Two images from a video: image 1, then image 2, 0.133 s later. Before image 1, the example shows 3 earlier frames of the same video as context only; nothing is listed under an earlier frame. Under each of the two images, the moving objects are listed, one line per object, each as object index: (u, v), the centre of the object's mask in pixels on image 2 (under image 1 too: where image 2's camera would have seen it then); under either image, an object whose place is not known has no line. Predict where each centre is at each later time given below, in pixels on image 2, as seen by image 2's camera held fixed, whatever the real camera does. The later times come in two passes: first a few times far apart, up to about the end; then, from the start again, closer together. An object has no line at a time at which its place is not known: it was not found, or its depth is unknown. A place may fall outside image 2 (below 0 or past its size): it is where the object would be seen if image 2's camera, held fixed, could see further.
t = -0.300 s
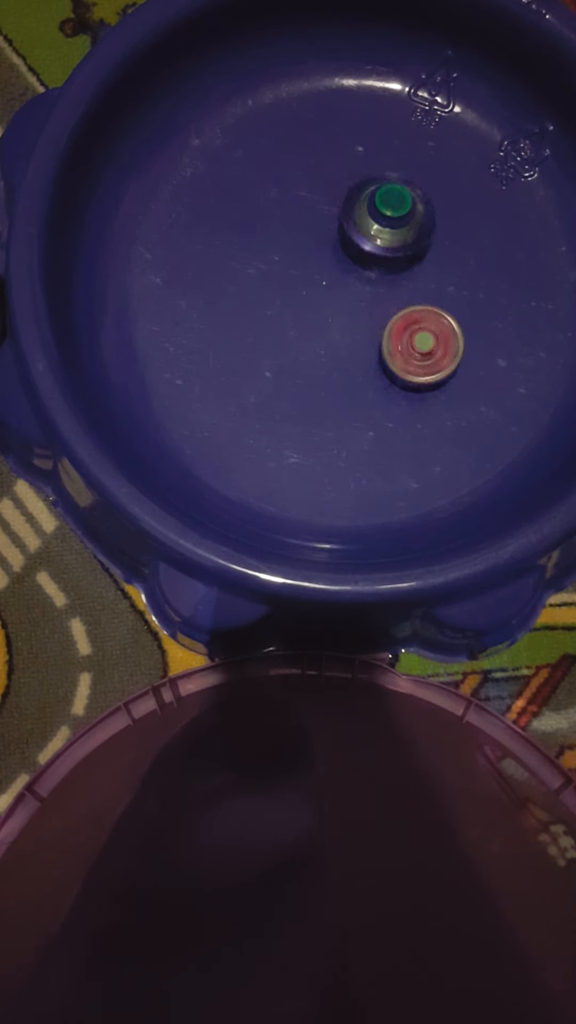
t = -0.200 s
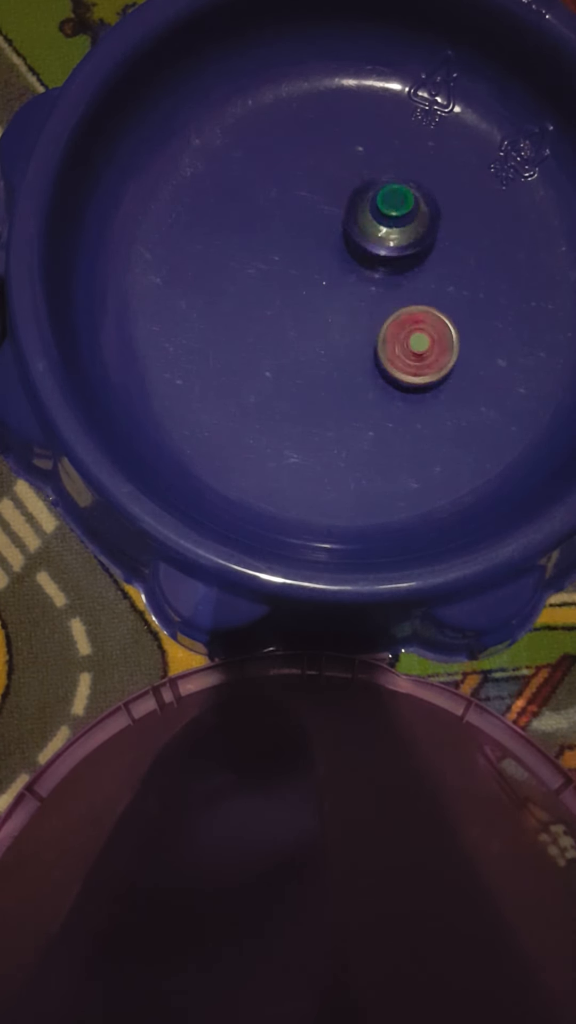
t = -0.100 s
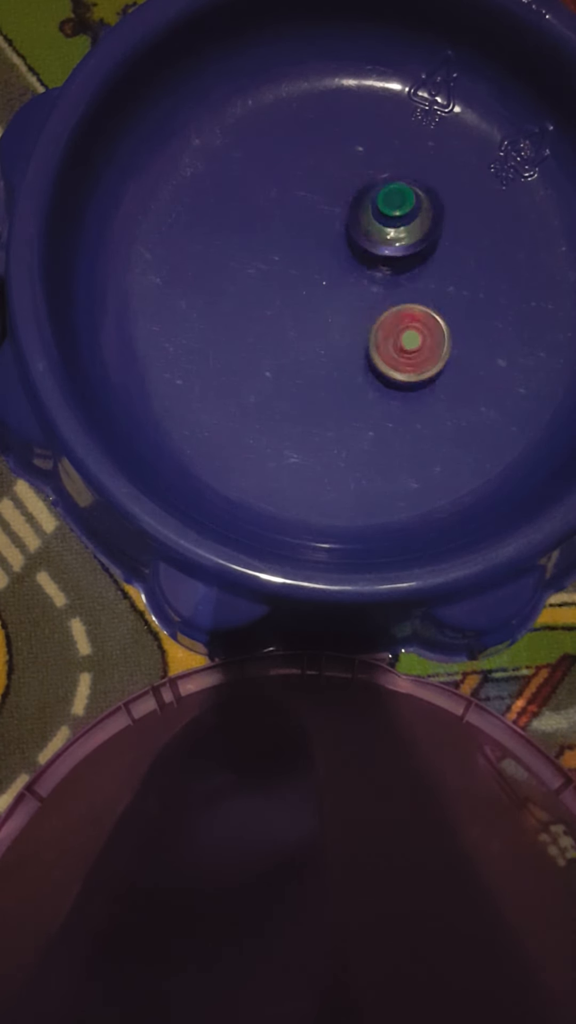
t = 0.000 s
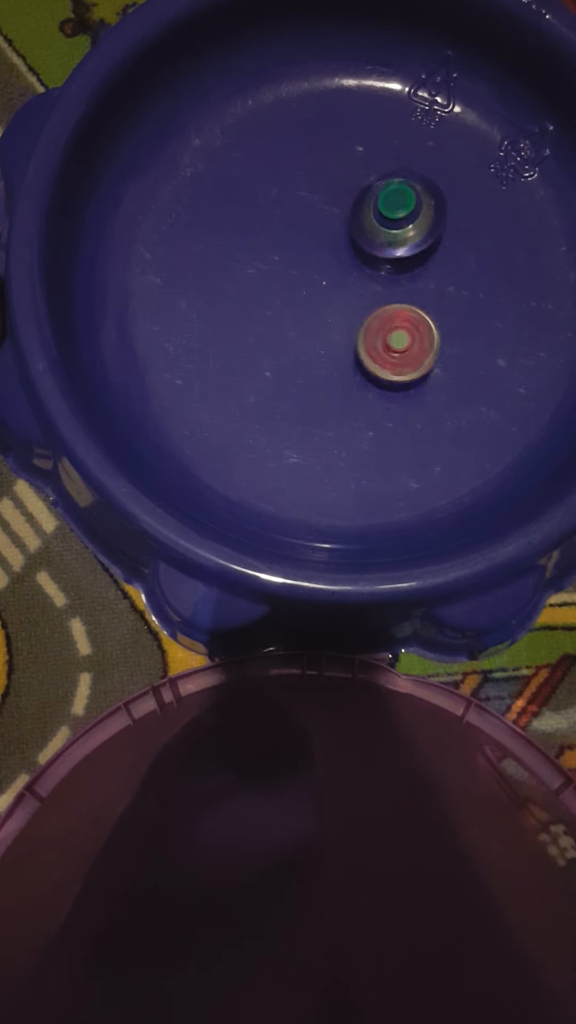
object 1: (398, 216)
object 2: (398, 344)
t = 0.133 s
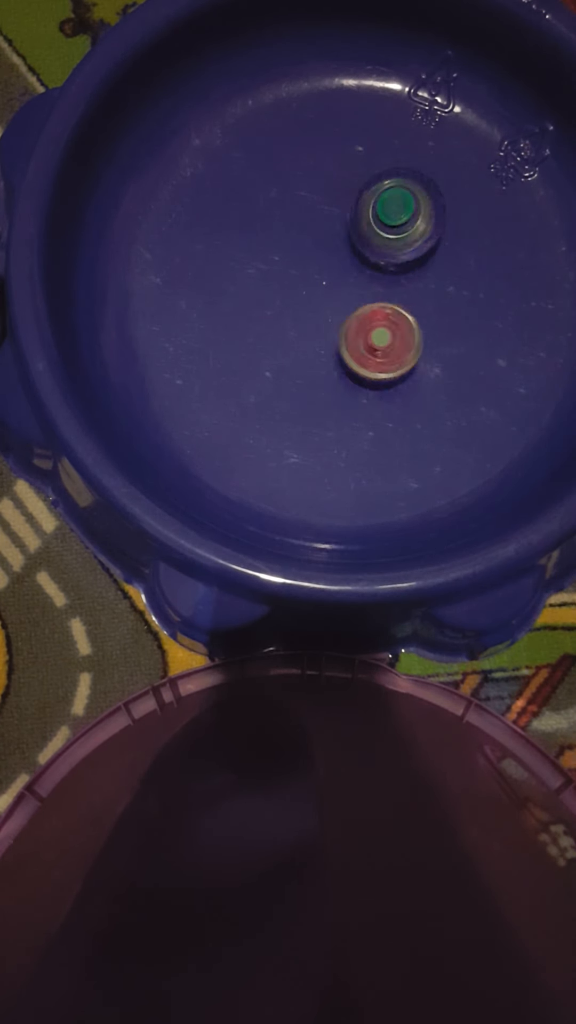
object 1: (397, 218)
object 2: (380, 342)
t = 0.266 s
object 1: (398, 218)
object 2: (363, 338)
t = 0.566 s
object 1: (400, 227)
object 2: (329, 319)
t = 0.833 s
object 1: (413, 237)
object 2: (311, 290)
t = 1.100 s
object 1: (418, 237)
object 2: (311, 269)
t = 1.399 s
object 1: (420, 242)
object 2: (326, 263)
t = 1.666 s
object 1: (431, 247)
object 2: (312, 290)
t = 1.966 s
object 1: (434, 247)
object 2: (303, 322)
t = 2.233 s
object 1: (434, 253)
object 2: (310, 344)
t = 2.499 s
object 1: (437, 261)
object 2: (320, 355)
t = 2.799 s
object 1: (439, 261)
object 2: (339, 353)
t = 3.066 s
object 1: (440, 266)
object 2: (355, 330)
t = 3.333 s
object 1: (442, 276)
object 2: (343, 315)
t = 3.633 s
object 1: (442, 282)
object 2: (329, 308)
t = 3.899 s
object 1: (440, 292)
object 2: (328, 310)
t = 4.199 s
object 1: (441, 303)
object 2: (329, 309)
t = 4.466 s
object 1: (443, 306)
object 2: (334, 306)
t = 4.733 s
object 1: (438, 315)
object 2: (331, 307)
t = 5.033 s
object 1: (441, 325)
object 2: (337, 309)
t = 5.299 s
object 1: (439, 329)
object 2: (338, 304)
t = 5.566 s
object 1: (430, 340)
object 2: (335, 307)
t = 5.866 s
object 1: (430, 350)
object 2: (341, 307)
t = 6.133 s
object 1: (425, 349)
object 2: (342, 310)
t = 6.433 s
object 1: (415, 357)
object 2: (338, 311)
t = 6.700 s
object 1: (414, 367)
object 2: (341, 309)
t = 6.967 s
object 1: (409, 367)
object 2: (344, 299)
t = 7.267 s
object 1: (393, 374)
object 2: (342, 292)
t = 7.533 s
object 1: (391, 378)
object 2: (342, 296)
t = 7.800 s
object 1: (385, 375)
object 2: (338, 294)
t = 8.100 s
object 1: (383, 380)
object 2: (335, 273)
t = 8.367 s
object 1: (376, 381)
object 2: (333, 260)
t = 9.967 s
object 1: (362, 379)
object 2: (290, 288)
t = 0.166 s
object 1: (396, 218)
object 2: (377, 341)
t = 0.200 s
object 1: (397, 218)
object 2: (372, 341)
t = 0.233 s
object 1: (398, 218)
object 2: (367, 340)
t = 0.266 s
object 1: (398, 218)
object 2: (363, 338)
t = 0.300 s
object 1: (398, 218)
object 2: (359, 337)
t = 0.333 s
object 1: (398, 219)
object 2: (354, 335)
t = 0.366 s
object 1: (398, 220)
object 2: (350, 333)
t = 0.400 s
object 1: (398, 221)
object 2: (347, 332)
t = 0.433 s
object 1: (399, 220)
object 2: (342, 329)
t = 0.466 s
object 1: (399, 223)
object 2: (338, 327)
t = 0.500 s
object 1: (398, 225)
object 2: (336, 325)
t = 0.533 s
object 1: (400, 225)
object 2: (332, 322)
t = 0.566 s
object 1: (400, 227)
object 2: (329, 319)
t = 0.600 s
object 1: (401, 228)
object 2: (326, 316)
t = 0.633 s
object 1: (403, 229)
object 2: (323, 312)
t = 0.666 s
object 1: (403, 232)
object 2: (321, 309)
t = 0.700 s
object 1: (405, 233)
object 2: (318, 306)
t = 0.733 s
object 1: (408, 234)
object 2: (316, 302)
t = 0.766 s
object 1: (409, 235)
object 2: (314, 298)
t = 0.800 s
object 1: (411, 237)
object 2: (313, 294)
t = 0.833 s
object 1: (413, 237)
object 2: (311, 290)
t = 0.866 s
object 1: (414, 237)
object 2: (310, 287)
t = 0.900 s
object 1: (415, 237)
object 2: (308, 283)
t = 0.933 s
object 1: (417, 237)
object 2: (308, 280)
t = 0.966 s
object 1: (417, 236)
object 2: (308, 278)
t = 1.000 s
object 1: (417, 237)
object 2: (309, 275)
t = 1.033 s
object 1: (417, 237)
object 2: (309, 272)
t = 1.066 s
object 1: (418, 237)
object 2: (309, 271)
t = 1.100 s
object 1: (418, 237)
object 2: (311, 269)
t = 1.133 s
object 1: (417, 238)
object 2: (312, 268)
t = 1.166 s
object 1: (417, 239)
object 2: (312, 266)
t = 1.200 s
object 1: (419, 239)
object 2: (315, 264)
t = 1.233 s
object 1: (418, 239)
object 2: (317, 264)
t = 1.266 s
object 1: (419, 239)
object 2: (318, 264)
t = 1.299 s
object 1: (419, 240)
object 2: (320, 262)
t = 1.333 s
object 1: (420, 240)
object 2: (323, 264)
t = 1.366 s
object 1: (420, 241)
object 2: (324, 264)
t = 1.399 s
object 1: (420, 242)
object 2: (326, 263)
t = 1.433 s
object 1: (419, 243)
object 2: (330, 265)
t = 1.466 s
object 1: (420, 244)
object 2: (329, 268)
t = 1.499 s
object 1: (426, 246)
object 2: (323, 271)
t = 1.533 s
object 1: (427, 246)
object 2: (320, 275)
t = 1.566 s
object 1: (429, 246)
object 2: (318, 279)
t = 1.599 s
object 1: (431, 244)
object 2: (315, 282)
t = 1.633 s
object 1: (432, 245)
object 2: (313, 286)
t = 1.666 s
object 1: (431, 247)
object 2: (312, 290)
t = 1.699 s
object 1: (432, 246)
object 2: (310, 293)
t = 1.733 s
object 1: (433, 245)
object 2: (309, 296)
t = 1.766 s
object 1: (433, 245)
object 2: (308, 300)
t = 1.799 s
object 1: (433, 245)
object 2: (307, 303)
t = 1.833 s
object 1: (433, 244)
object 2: (306, 306)
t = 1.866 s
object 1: (432, 247)
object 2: (305, 311)
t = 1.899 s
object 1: (433, 247)
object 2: (304, 314)
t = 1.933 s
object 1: (433, 248)
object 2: (304, 318)
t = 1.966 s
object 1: (434, 247)
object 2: (303, 322)
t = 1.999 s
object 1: (434, 247)
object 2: (304, 325)
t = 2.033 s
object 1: (433, 247)
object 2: (304, 328)
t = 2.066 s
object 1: (434, 249)
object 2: (304, 332)
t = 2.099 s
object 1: (435, 250)
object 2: (305, 334)
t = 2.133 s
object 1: (436, 250)
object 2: (306, 338)
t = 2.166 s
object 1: (435, 251)
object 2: (307, 341)
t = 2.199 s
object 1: (435, 251)
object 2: (307, 341)
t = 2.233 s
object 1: (434, 253)
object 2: (310, 344)
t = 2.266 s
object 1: (434, 253)
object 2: (310, 347)
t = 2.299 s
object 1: (435, 254)
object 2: (311, 347)
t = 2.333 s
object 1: (435, 254)
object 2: (313, 350)
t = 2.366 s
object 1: (434, 257)
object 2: (315, 353)
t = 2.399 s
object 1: (435, 258)
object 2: (315, 352)
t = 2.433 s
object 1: (436, 258)
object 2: (318, 354)
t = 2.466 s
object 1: (436, 260)
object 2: (319, 356)
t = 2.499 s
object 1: (437, 261)
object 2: (320, 355)
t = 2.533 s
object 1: (439, 262)
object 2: (323, 356)
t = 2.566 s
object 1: (439, 262)
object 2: (325, 357)
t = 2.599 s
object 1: (439, 261)
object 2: (326, 357)
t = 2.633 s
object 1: (439, 258)
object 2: (329, 356)
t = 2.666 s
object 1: (438, 261)
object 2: (331, 356)
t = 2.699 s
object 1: (438, 261)
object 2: (332, 356)
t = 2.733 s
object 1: (438, 261)
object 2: (334, 355)
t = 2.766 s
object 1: (439, 261)
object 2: (336, 355)
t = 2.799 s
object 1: (439, 261)
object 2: (339, 353)
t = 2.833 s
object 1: (439, 261)
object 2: (343, 351)
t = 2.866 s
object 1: (439, 261)
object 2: (345, 350)
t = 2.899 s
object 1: (440, 261)
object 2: (348, 347)
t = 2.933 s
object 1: (440, 261)
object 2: (350, 343)
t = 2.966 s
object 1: (440, 262)
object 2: (352, 340)
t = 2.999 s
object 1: (440, 263)
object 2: (353, 339)
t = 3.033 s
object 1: (441, 264)
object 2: (354, 335)
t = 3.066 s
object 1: (440, 266)
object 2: (355, 330)
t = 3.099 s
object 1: (439, 267)
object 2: (356, 326)
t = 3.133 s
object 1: (438, 269)
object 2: (356, 323)
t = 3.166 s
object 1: (437, 270)
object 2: (355, 319)
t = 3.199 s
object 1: (437, 271)
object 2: (356, 316)
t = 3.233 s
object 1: (438, 275)
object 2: (351, 317)
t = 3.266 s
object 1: (442, 275)
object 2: (347, 317)
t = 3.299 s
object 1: (440, 279)
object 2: (345, 315)
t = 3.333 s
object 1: (442, 276)
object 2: (343, 315)
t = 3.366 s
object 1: (444, 275)
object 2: (342, 313)
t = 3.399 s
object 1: (444, 275)
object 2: (341, 312)
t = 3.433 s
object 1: (442, 276)
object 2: (339, 312)
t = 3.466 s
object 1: (441, 277)
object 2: (338, 311)
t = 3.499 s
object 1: (439, 280)
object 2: (336, 312)
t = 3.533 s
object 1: (441, 281)
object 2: (334, 309)
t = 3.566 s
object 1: (441, 281)
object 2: (333, 307)
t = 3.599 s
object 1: (442, 282)
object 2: (331, 308)
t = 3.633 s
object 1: (442, 282)
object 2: (329, 308)
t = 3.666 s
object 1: (443, 283)
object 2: (327, 308)
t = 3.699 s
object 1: (442, 283)
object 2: (326, 309)
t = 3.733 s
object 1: (443, 285)
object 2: (325, 310)
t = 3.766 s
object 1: (442, 286)
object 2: (326, 310)
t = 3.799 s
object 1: (441, 287)
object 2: (329, 310)
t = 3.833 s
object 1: (440, 289)
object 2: (328, 311)
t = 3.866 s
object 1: (440, 290)
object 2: (327, 311)
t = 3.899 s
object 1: (440, 292)
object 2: (328, 310)
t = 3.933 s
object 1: (438, 295)
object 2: (329, 311)
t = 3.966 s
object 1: (438, 297)
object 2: (331, 311)
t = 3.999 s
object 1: (439, 298)
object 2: (332, 310)
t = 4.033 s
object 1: (439, 299)
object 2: (333, 310)
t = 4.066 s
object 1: (439, 300)
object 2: (332, 309)
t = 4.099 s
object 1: (440, 302)
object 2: (331, 308)
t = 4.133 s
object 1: (441, 303)
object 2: (330, 307)
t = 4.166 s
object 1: (441, 302)
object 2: (329, 308)
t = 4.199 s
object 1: (441, 303)
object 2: (329, 309)
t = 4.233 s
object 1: (442, 302)
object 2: (331, 309)
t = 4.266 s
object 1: (443, 303)
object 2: (332, 311)
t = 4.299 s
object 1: (442, 303)
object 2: (331, 311)
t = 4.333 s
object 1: (442, 303)
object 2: (331, 311)
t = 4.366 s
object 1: (442, 303)
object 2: (332, 309)
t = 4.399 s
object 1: (441, 304)
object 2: (333, 307)
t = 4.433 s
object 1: (442, 305)
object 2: (334, 307)
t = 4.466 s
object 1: (443, 306)
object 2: (334, 306)
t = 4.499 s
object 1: (444, 306)
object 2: (334, 306)
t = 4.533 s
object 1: (444, 307)
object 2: (332, 305)
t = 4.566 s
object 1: (443, 307)
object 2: (331, 305)
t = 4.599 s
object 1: (443, 307)
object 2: (330, 306)
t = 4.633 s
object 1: (442, 309)
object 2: (330, 307)
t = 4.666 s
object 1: (440, 312)
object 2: (330, 307)
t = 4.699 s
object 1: (438, 314)
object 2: (331, 306)
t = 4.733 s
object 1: (438, 315)
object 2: (331, 307)
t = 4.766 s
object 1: (438, 317)
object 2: (331, 308)
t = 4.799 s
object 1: (437, 320)
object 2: (332, 310)
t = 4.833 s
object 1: (437, 321)
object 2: (332, 310)
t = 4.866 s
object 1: (438, 322)
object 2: (331, 311)
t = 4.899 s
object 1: (440, 323)
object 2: (333, 311)
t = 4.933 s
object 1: (440, 325)
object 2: (334, 312)
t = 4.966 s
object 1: (440, 326)
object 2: (335, 312)
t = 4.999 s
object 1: (440, 326)
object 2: (336, 311)
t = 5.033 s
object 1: (441, 325)
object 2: (337, 309)
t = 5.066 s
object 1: (440, 325)
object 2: (338, 308)
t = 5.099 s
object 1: (439, 323)
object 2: (339, 309)
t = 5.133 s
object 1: (439, 325)
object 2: (338, 308)
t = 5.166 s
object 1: (439, 326)
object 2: (338, 308)
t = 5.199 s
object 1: (439, 327)
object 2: (338, 306)
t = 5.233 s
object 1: (439, 327)
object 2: (338, 304)
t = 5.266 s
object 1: (439, 328)
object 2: (338, 304)
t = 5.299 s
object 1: (439, 329)
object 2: (338, 304)
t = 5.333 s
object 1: (439, 329)
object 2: (338, 303)
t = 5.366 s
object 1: (438, 330)
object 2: (337, 302)
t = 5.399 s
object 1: (437, 331)
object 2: (337, 302)
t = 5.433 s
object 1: (435, 332)
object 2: (336, 302)
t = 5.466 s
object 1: (434, 333)
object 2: (335, 303)
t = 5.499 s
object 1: (433, 335)
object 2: (334, 304)
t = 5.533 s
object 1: (432, 338)
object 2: (334, 305)
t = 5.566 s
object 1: (430, 340)
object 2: (335, 307)
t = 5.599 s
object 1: (428, 342)
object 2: (336, 307)
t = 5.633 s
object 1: (428, 344)
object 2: (336, 308)
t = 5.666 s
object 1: (429, 346)
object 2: (337, 308)
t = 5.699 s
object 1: (430, 347)
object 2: (339, 307)
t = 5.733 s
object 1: (429, 350)
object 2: (340, 308)
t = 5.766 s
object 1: (430, 351)
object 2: (340, 308)
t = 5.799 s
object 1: (430, 351)
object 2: (340, 309)
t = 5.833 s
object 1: (430, 350)
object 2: (340, 308)
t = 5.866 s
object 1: (430, 350)
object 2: (341, 307)
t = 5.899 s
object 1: (431, 351)
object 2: (341, 306)
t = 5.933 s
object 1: (431, 351)
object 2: (340, 306)
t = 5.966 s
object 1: (431, 350)
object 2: (340, 306)
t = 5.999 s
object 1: (430, 351)
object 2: (340, 308)
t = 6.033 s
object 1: (428, 350)
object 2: (339, 308)
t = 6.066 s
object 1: (427, 350)
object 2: (341, 309)
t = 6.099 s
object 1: (427, 349)
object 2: (342, 310)
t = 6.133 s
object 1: (425, 349)
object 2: (342, 310)
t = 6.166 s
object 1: (426, 349)
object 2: (341, 309)
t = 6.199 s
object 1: (426, 349)
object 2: (340, 309)
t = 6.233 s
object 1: (425, 350)
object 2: (339, 309)
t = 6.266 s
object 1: (423, 350)
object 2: (338, 311)
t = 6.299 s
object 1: (422, 351)
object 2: (336, 311)
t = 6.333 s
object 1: (421, 353)
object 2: (335, 309)
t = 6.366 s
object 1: (419, 354)
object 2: (338, 308)
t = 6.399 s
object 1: (416, 355)
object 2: (339, 310)
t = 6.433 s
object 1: (415, 357)
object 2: (338, 311)
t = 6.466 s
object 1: (416, 359)
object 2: (338, 311)
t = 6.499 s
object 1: (415, 360)
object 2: (337, 310)
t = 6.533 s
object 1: (413, 361)
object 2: (338, 310)
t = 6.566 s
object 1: (414, 362)
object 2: (336, 310)
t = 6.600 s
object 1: (414, 365)
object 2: (336, 308)
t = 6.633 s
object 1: (414, 365)
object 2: (338, 306)
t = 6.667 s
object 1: (414, 365)
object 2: (341, 307)
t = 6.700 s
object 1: (414, 367)
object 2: (341, 309)
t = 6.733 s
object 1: (414, 366)
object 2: (340, 310)
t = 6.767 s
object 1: (414, 366)
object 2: (339, 307)
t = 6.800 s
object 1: (413, 366)
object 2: (340, 304)
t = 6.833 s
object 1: (411, 366)
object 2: (342, 303)
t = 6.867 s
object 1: (410, 365)
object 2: (343, 302)
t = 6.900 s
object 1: (409, 365)
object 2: (342, 301)
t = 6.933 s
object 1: (409, 366)
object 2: (343, 300)
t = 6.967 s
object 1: (409, 367)
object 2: (344, 299)
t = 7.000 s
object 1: (408, 367)
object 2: (344, 300)
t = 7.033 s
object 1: (407, 366)
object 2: (344, 299)
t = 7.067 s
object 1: (405, 366)
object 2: (344, 297)
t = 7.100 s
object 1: (402, 367)
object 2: (345, 296)
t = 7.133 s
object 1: (401, 370)
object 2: (345, 294)
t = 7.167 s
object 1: (400, 370)
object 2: (344, 294)
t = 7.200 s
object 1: (396, 371)
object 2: (344, 292)
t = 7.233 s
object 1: (394, 372)
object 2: (342, 292)
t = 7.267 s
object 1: (393, 374)
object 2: (342, 292)
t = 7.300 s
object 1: (393, 376)
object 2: (341, 293)
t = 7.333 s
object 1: (391, 377)
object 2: (341, 295)
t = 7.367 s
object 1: (390, 378)
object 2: (340, 296)
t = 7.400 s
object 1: (389, 379)
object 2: (341, 296)
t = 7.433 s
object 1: (390, 379)
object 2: (340, 297)
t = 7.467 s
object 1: (391, 379)
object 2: (340, 296)
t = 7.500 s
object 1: (391, 378)
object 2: (341, 297)
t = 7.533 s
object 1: (391, 378)
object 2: (342, 296)
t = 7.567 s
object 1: (391, 378)
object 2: (343, 295)
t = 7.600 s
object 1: (391, 378)
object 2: (343, 295)
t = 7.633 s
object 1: (389, 377)
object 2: (343, 296)
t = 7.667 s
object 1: (387, 376)
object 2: (343, 295)
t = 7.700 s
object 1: (387, 376)
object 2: (342, 295)
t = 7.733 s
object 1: (386, 375)
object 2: (341, 295)
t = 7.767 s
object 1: (386, 374)
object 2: (340, 295)
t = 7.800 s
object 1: (385, 375)
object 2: (338, 294)
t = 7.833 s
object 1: (386, 377)
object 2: (336, 291)
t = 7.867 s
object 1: (386, 378)
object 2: (336, 289)
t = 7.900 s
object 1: (387, 377)
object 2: (335, 288)
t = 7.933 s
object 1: (385, 376)
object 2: (334, 287)
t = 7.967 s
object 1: (382, 376)
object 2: (334, 285)
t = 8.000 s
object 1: (383, 377)
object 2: (334, 281)
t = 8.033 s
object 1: (384, 378)
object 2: (334, 278)
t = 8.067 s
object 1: (384, 379)
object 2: (334, 276)
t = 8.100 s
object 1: (383, 380)
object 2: (335, 273)
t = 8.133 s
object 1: (382, 379)
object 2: (335, 271)
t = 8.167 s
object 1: (381, 380)
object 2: (336, 269)
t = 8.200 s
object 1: (380, 380)
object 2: (336, 266)
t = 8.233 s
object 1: (381, 378)
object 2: (337, 263)
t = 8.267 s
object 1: (379, 380)
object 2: (336, 263)
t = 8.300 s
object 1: (379, 380)
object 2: (335, 261)
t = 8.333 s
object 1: (377, 380)
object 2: (334, 260)
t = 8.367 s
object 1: (376, 381)
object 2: (333, 260)
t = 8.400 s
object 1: (375, 383)
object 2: (332, 261)
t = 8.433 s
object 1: (375, 385)
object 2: (331, 262)
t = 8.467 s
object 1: (376, 385)
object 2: (331, 263)
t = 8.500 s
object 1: (376, 383)
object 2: (331, 266)
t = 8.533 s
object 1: (375, 383)
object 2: (332, 266)
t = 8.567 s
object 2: (331, 267)
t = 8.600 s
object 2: (331, 268)
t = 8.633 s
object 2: (330, 271)
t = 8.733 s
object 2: (327, 276)
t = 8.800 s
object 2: (324, 281)
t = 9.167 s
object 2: (308, 305)
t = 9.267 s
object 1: (359, 388)
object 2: (303, 310)
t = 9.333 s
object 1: (358, 391)
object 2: (295, 308)
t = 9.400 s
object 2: (290, 301)
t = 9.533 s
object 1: (360, 391)
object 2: (298, 307)
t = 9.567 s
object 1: (361, 390)
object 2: (298, 307)
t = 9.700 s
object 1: (360, 381)
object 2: (302, 310)
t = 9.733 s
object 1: (359, 381)
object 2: (299, 310)
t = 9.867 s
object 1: (364, 381)
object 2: (284, 295)
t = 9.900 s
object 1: (363, 380)
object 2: (285, 293)
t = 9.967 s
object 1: (362, 379)
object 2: (290, 288)
